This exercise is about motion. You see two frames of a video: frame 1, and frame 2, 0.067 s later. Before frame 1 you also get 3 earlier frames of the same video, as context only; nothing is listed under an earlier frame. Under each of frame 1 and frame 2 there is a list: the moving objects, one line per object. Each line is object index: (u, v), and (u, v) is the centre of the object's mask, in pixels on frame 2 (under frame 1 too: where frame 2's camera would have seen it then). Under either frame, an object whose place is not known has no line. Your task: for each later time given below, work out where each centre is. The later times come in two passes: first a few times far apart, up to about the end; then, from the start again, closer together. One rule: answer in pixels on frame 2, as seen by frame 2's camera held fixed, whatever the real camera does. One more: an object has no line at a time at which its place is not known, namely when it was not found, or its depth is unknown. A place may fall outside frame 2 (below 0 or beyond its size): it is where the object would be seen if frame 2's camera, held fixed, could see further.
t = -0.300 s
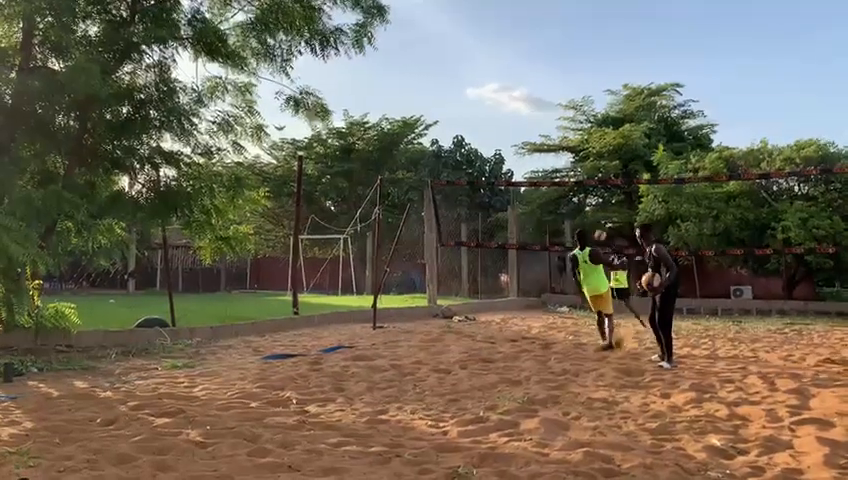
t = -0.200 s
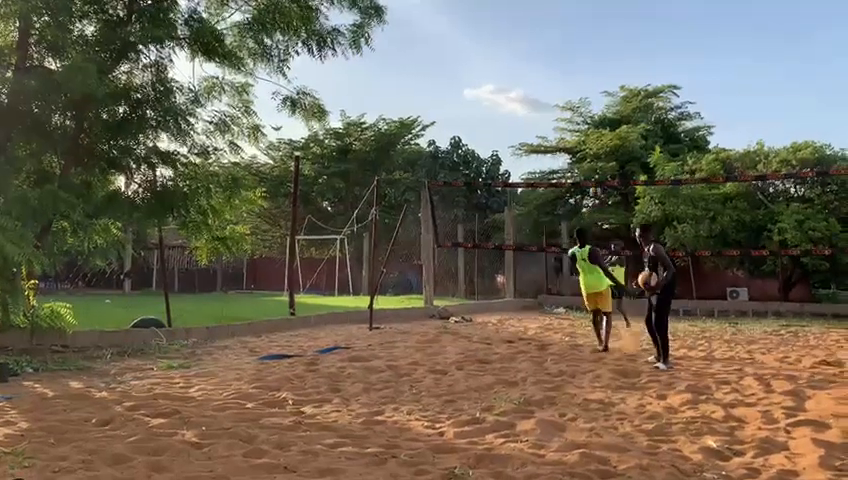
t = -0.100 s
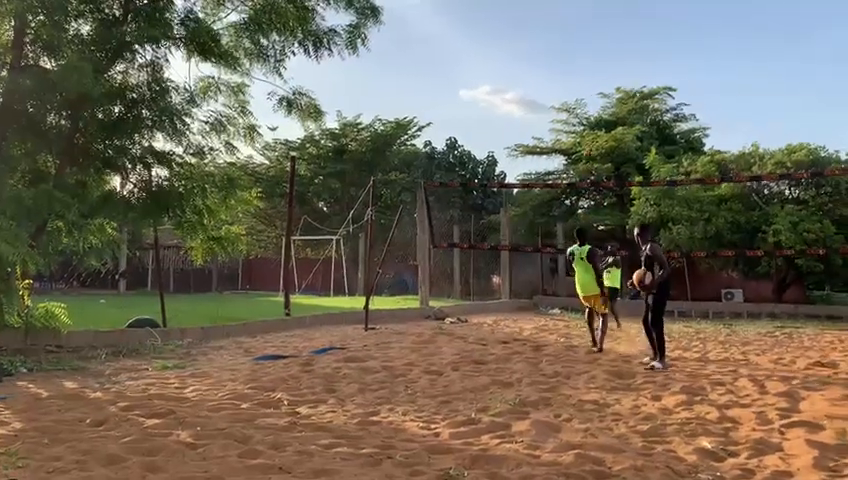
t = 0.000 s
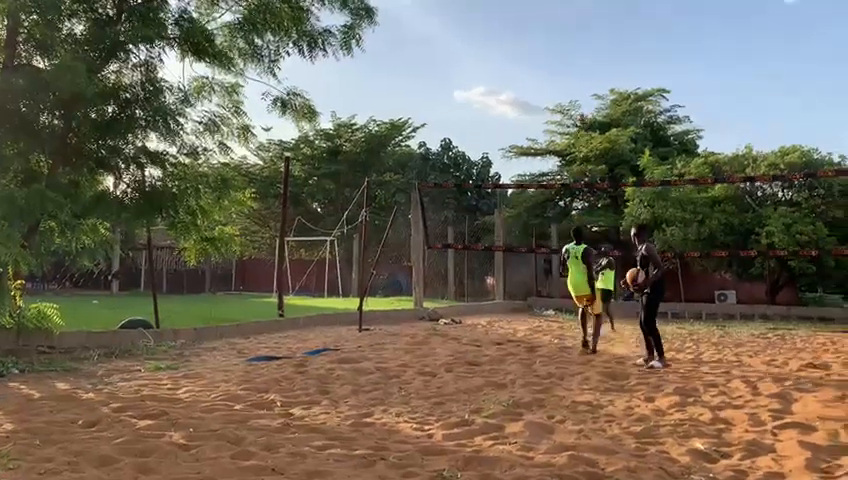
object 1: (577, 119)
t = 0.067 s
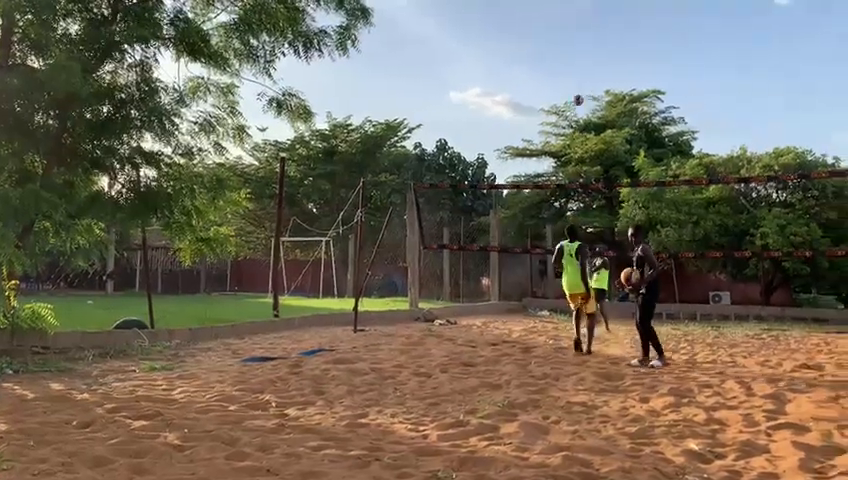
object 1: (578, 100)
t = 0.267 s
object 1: (577, 52)
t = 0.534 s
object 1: (577, 18)
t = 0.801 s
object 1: (576, 20)
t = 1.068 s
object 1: (576, 61)
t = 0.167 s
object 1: (577, 74)
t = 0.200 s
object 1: (577, 65)
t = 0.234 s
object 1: (578, 58)
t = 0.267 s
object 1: (577, 52)
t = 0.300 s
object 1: (577, 45)
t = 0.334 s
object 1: (577, 40)
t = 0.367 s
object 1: (577, 35)
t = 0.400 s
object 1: (577, 30)
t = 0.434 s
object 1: (577, 26)
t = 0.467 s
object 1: (577, 23)
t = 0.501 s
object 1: (577, 20)
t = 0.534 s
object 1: (577, 18)
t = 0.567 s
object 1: (577, 16)
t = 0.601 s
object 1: (577, 15)
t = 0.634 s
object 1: (576, 15)
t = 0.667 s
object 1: (576, 15)
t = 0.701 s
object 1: (576, 15)
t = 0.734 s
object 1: (576, 16)
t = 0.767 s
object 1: (576, 18)
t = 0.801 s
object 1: (576, 20)
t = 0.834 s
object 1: (576, 23)
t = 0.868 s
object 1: (577, 27)
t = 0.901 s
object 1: (576, 31)
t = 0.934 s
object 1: (576, 36)
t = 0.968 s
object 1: (576, 41)
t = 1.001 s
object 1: (576, 47)
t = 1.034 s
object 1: (576, 53)
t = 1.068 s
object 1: (576, 61)
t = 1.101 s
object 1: (576, 68)
